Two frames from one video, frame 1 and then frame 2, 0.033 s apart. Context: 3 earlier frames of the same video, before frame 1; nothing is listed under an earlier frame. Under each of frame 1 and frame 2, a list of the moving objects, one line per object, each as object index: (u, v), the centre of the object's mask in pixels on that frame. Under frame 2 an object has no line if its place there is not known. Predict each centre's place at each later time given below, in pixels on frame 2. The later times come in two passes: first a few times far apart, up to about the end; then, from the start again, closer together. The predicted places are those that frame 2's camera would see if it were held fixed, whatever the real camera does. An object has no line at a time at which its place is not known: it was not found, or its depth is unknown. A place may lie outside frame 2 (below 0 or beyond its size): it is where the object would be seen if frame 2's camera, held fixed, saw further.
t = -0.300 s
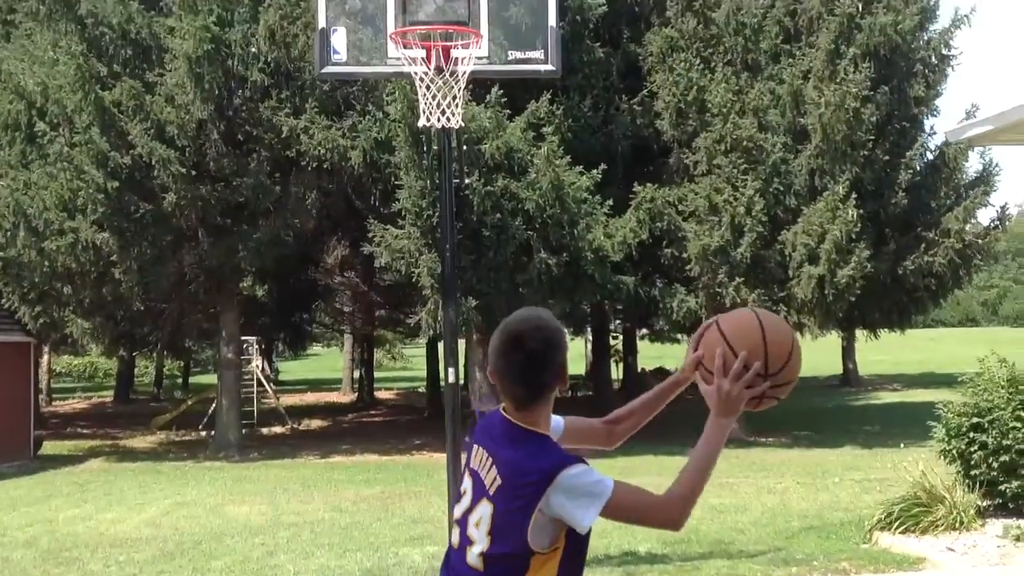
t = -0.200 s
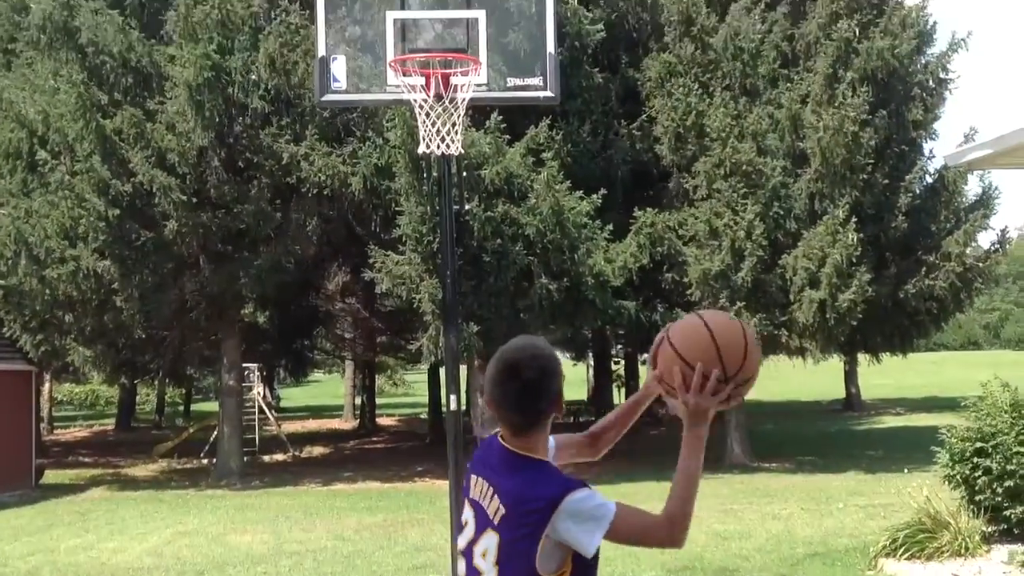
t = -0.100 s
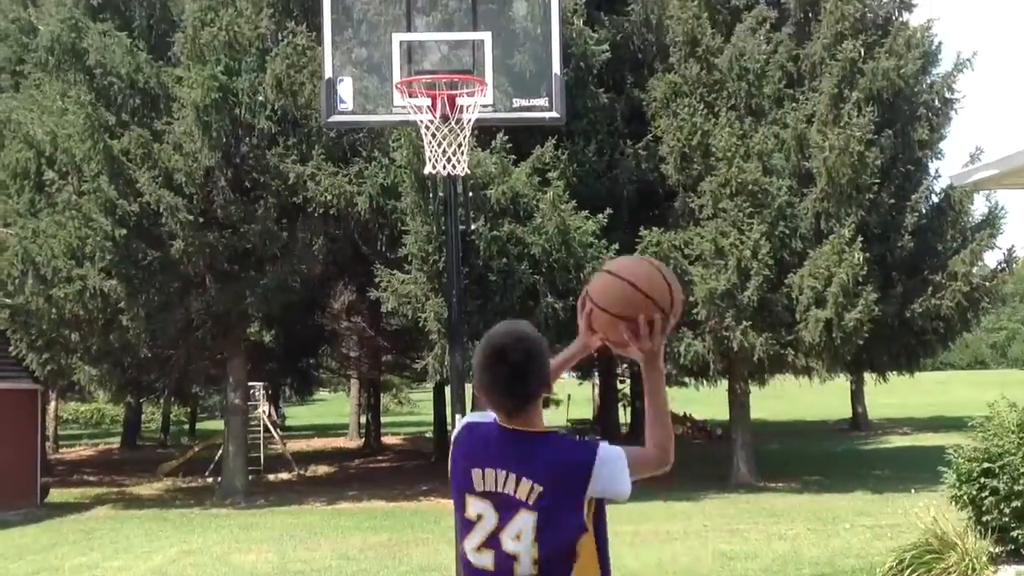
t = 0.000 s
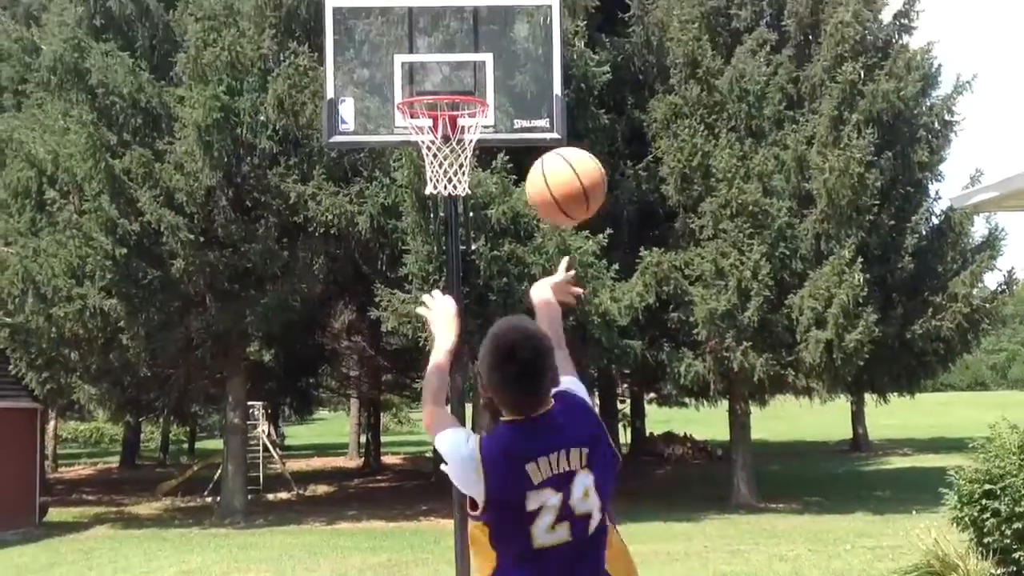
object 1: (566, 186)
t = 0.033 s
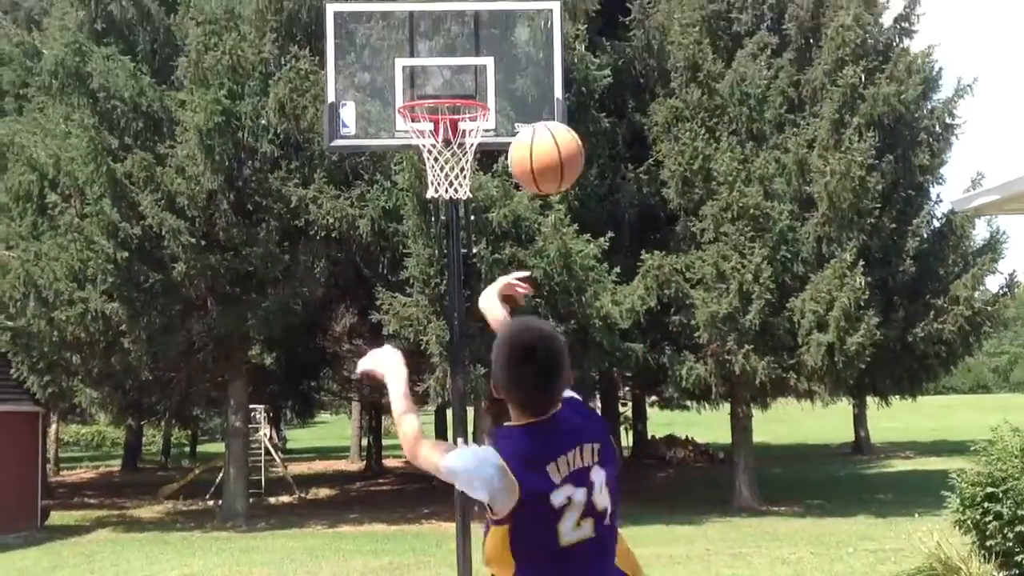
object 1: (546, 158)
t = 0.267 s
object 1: (450, 71)
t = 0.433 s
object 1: (410, 86)
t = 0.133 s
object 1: (494, 98)
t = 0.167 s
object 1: (481, 87)
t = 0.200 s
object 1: (470, 77)
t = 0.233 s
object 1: (459, 73)
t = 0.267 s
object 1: (450, 71)
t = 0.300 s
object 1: (440, 71)
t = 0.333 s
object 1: (432, 73)
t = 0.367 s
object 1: (424, 77)
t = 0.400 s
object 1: (417, 83)
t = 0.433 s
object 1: (410, 86)
